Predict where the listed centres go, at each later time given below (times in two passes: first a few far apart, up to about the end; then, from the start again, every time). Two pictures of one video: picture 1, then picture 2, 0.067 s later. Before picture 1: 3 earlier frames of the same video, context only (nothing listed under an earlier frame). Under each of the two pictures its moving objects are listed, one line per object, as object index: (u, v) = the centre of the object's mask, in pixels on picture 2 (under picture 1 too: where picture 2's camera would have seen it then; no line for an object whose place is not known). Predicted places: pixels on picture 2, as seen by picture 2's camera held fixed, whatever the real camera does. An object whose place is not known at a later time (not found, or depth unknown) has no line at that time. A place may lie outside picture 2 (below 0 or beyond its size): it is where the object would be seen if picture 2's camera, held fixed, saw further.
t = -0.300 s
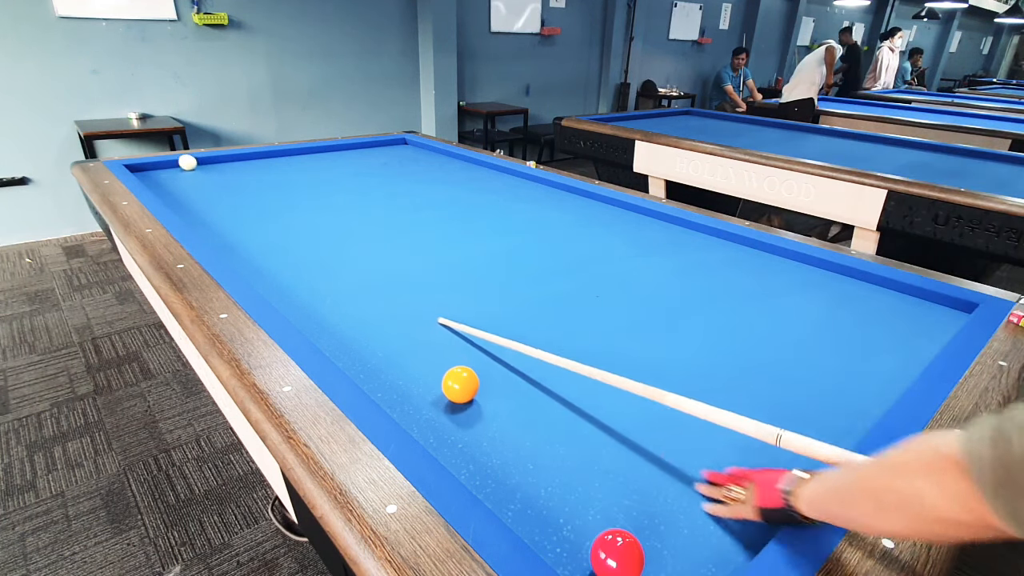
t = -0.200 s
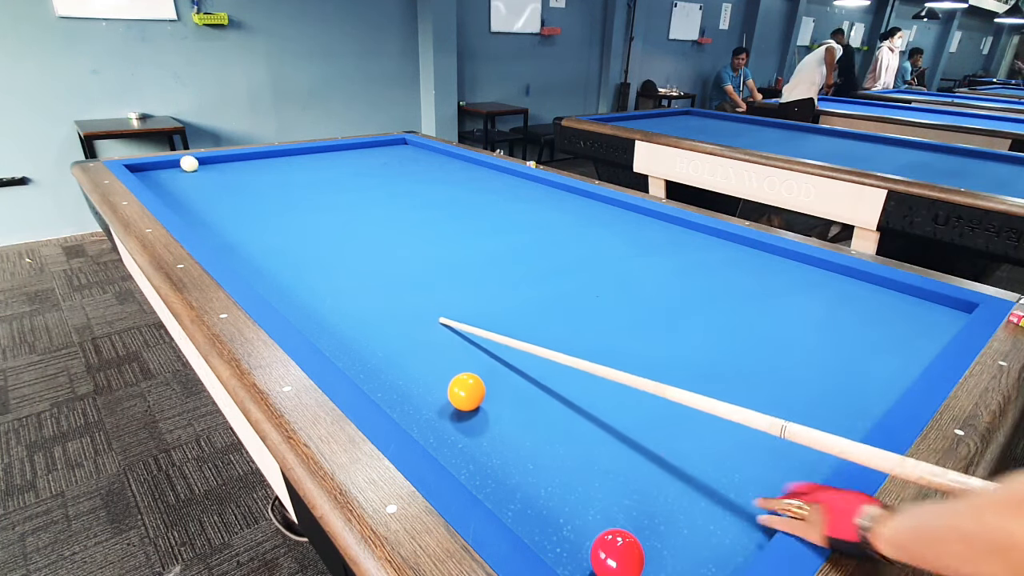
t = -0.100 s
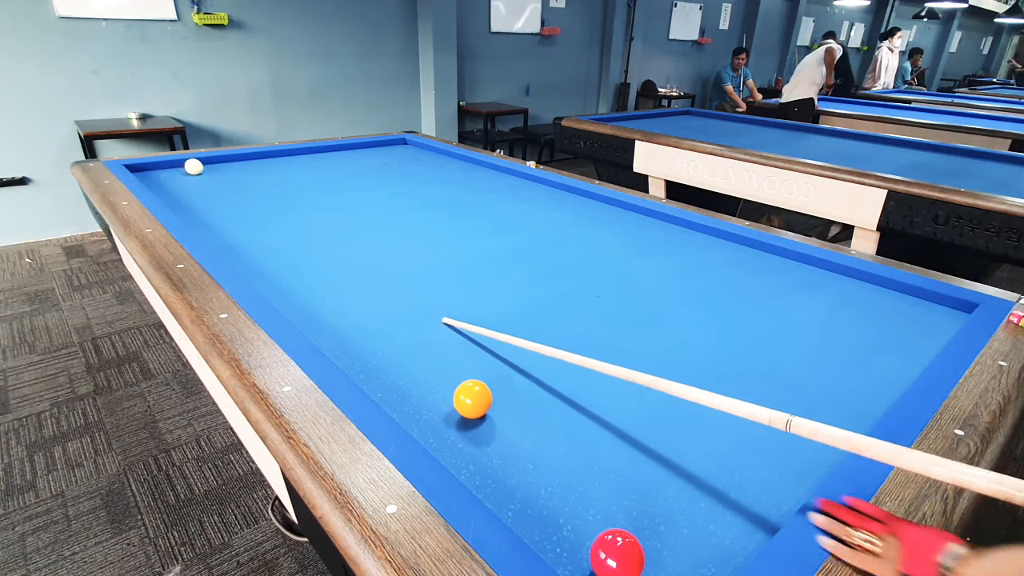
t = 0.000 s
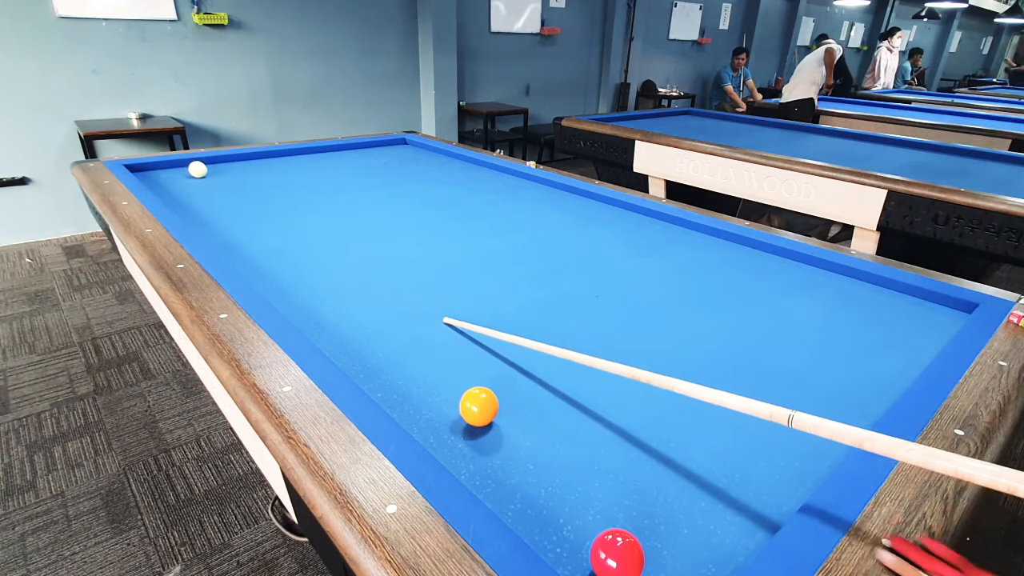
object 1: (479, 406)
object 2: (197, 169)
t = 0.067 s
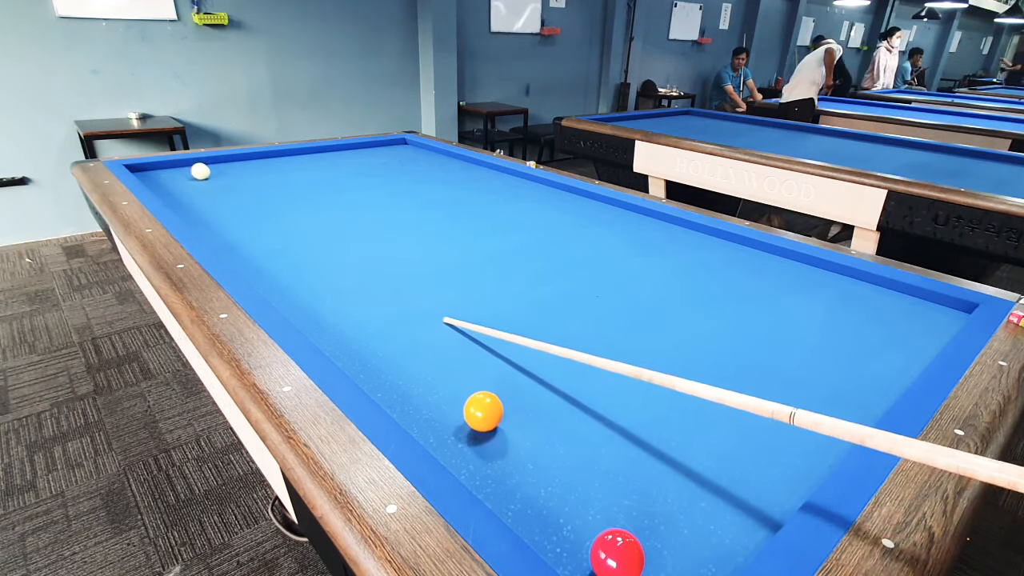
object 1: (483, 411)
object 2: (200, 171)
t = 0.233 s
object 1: (494, 424)
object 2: (207, 176)
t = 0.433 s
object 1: (507, 440)
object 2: (216, 182)
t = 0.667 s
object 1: (523, 459)
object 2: (227, 190)
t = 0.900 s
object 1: (538, 478)
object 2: (239, 197)
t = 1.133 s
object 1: (555, 499)
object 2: (252, 206)
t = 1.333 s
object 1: (569, 516)
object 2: (263, 214)
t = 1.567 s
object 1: (576, 529)
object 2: (277, 223)
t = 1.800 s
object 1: (576, 535)
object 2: (292, 233)
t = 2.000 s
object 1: (576, 539)
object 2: (306, 243)
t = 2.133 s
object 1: (576, 541)
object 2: (315, 249)
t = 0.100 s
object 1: (485, 414)
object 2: (201, 172)
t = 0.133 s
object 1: (487, 416)
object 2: (203, 173)
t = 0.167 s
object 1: (489, 419)
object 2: (204, 174)
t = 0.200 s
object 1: (492, 421)
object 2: (206, 175)
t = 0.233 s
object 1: (494, 424)
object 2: (207, 176)
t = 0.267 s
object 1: (496, 426)
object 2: (209, 177)
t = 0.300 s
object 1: (498, 429)
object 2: (210, 178)
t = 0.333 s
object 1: (501, 432)
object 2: (212, 179)
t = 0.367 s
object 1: (503, 434)
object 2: (213, 180)
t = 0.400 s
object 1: (505, 437)
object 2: (215, 181)
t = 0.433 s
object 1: (507, 440)
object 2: (216, 182)
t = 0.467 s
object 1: (509, 442)
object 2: (218, 183)
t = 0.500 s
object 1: (511, 445)
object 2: (219, 184)
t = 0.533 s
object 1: (514, 448)
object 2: (221, 185)
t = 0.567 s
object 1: (516, 451)
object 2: (223, 186)
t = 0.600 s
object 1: (518, 453)
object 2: (224, 187)
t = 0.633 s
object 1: (520, 456)
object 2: (226, 189)
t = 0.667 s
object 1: (523, 459)
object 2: (227, 190)
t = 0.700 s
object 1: (525, 462)
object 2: (229, 191)
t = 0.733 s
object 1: (527, 464)
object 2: (231, 192)
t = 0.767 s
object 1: (529, 467)
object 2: (232, 193)
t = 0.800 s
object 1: (532, 470)
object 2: (234, 194)
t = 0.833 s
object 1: (534, 473)
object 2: (236, 195)
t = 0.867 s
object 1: (536, 476)
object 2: (238, 196)
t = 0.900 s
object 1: (538, 478)
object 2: (239, 197)
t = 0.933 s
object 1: (541, 481)
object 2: (241, 199)
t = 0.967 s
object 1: (543, 484)
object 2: (243, 200)
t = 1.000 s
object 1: (545, 487)
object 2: (245, 201)
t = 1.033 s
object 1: (548, 490)
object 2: (246, 202)
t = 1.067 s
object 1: (550, 493)
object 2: (248, 203)
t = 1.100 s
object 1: (552, 496)
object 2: (250, 205)
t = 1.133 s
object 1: (555, 499)
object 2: (252, 206)
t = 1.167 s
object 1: (557, 501)
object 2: (253, 207)
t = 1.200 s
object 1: (559, 504)
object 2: (255, 208)
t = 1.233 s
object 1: (562, 507)
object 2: (257, 210)
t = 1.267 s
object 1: (564, 510)
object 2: (259, 211)
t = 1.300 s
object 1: (566, 513)
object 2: (261, 212)
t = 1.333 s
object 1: (569, 516)
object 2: (263, 214)
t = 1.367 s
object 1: (571, 519)
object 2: (265, 215)
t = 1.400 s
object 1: (573, 522)
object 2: (267, 216)
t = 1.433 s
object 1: (575, 525)
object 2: (269, 218)
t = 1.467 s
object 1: (576, 526)
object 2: (271, 219)
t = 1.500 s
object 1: (576, 527)
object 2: (273, 221)
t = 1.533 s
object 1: (576, 528)
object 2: (275, 222)
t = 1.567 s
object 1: (576, 529)
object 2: (277, 223)
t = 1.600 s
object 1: (576, 530)
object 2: (279, 225)
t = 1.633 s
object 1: (576, 531)
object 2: (281, 226)
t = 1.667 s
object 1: (576, 532)
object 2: (283, 227)
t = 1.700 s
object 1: (576, 533)
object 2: (286, 229)
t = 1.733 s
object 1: (576, 533)
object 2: (288, 230)
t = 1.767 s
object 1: (576, 534)
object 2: (290, 232)
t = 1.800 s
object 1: (576, 535)
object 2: (292, 233)
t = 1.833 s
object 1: (576, 536)
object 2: (294, 235)
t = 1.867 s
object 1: (576, 536)
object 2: (296, 236)
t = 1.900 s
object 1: (576, 537)
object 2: (299, 238)
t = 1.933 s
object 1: (576, 538)
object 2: (301, 239)
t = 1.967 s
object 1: (576, 539)
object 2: (303, 241)
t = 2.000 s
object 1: (576, 539)
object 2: (306, 243)
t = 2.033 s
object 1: (576, 540)
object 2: (308, 244)
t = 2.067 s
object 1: (576, 540)
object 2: (311, 246)
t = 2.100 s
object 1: (576, 541)
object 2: (313, 247)
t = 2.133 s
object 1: (576, 541)
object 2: (315, 249)
